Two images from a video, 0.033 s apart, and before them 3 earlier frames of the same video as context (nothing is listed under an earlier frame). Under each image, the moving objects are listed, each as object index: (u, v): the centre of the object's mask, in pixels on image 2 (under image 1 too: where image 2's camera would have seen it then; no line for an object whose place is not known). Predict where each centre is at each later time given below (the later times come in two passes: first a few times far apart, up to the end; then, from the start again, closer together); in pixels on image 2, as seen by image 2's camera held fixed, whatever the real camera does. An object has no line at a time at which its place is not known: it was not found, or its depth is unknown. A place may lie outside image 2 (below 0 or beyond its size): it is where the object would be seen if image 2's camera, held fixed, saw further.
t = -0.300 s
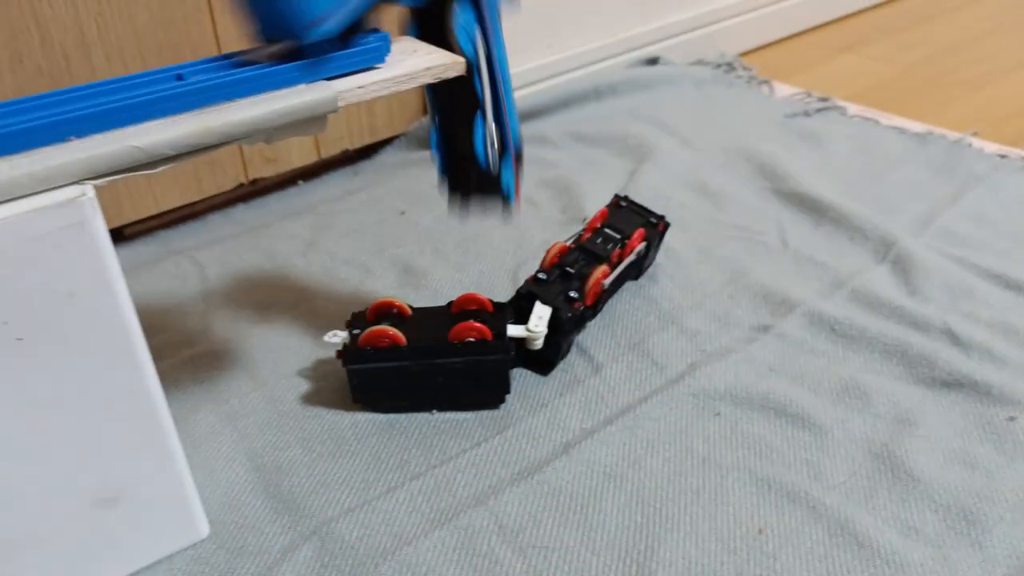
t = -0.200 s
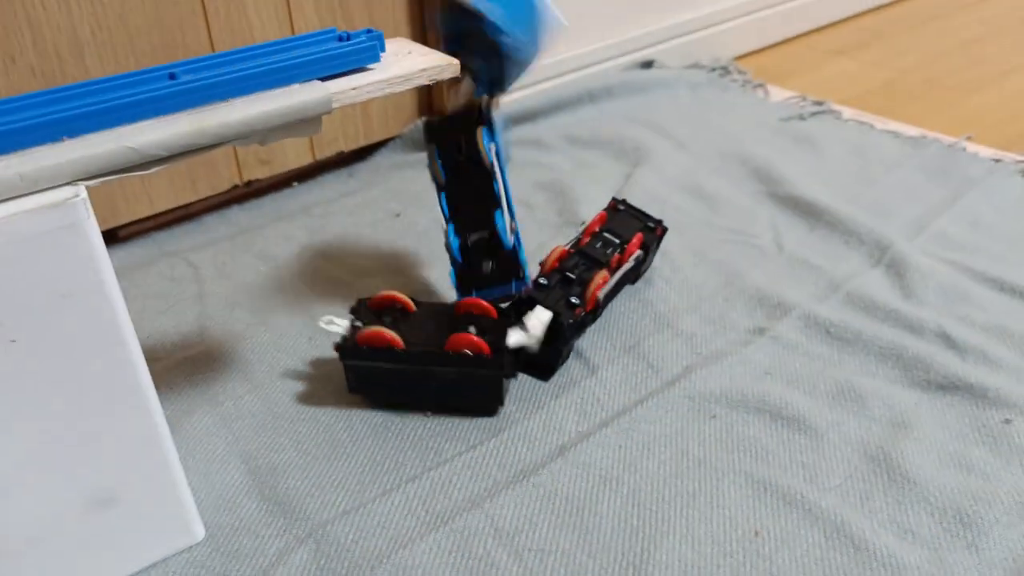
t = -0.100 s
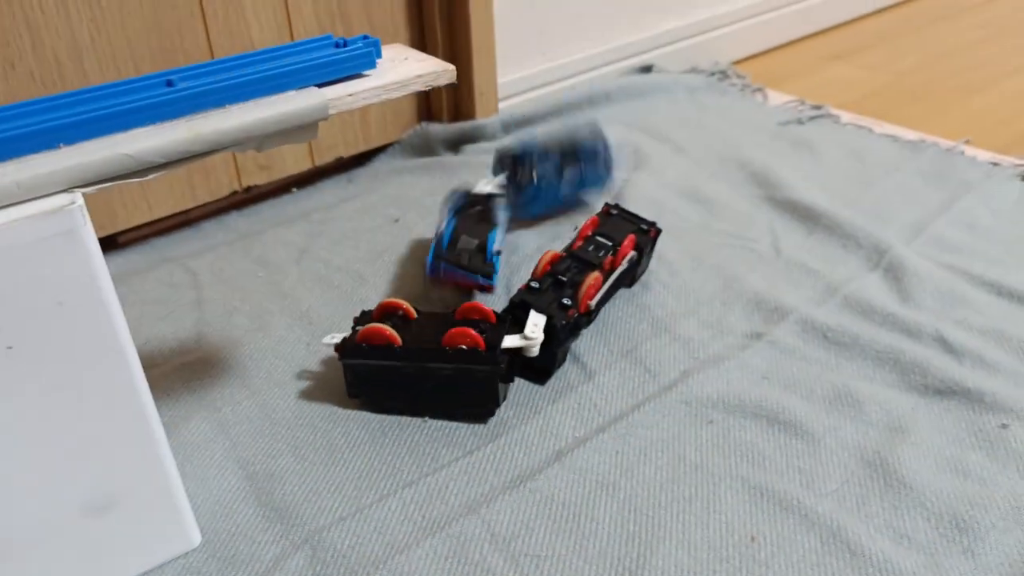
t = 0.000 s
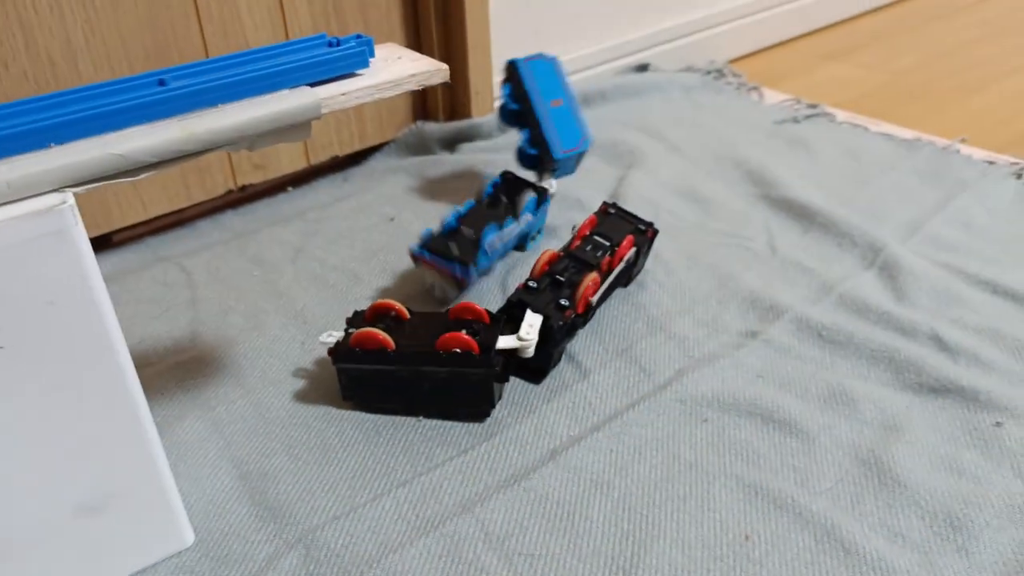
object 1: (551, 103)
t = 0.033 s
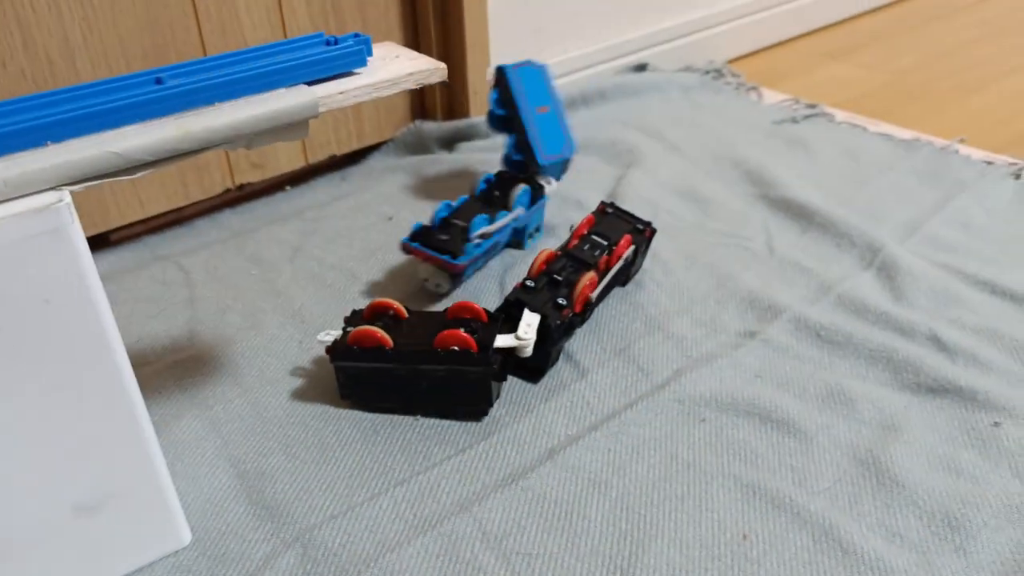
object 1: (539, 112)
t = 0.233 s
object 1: (465, 137)
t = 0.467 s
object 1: (425, 160)
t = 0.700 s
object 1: (426, 158)
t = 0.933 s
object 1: (427, 158)
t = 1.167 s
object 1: (426, 158)
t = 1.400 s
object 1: (426, 158)
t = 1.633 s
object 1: (427, 157)
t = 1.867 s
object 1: (427, 157)
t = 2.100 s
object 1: (427, 157)
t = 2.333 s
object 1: (427, 157)
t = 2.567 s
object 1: (427, 157)
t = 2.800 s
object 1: (427, 157)
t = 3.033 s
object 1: (427, 157)
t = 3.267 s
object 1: (427, 157)
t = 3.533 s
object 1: (427, 157)
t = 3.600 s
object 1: (427, 157)
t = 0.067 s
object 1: (529, 112)
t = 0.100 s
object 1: (517, 121)
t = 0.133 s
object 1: (511, 138)
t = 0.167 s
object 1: (504, 135)
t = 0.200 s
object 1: (484, 130)
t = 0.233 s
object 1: (465, 137)
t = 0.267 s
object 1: (450, 148)
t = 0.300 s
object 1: (441, 155)
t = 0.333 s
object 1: (435, 157)
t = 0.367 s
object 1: (428, 157)
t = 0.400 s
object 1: (427, 157)
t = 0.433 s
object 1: (427, 157)
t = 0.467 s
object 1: (425, 160)
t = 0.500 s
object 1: (426, 157)
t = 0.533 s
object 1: (426, 159)
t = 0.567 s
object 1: (426, 159)
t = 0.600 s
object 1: (426, 159)
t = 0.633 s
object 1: (426, 157)
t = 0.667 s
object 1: (426, 158)
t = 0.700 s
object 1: (426, 158)
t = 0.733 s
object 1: (426, 158)
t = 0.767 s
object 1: (426, 158)
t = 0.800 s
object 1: (426, 157)
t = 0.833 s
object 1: (426, 157)
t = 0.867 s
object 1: (426, 158)
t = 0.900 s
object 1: (426, 158)
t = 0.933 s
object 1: (427, 158)
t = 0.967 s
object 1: (426, 158)
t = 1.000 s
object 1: (426, 157)
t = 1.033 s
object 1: (426, 158)
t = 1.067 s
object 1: (426, 158)
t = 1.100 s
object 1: (426, 158)
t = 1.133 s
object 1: (426, 158)
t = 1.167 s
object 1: (426, 158)
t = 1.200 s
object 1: (426, 158)
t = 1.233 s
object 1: (427, 157)
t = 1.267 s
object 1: (427, 157)
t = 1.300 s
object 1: (426, 157)
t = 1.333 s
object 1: (426, 157)
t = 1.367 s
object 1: (426, 158)
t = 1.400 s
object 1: (426, 158)
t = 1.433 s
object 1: (426, 157)
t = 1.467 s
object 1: (427, 157)
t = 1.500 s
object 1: (427, 157)
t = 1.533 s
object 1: (427, 157)
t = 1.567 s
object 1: (427, 157)
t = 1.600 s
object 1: (427, 157)
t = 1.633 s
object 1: (427, 157)
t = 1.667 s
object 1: (426, 157)
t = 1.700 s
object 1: (427, 157)
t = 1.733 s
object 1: (427, 157)
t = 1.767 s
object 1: (427, 157)
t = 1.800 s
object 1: (427, 157)
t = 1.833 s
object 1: (427, 157)
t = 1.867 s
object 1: (427, 157)
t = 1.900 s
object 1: (427, 157)
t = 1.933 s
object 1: (427, 157)
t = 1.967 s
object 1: (427, 157)
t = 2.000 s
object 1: (427, 157)
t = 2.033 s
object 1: (427, 157)
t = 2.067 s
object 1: (427, 157)
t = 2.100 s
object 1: (427, 157)
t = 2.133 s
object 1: (427, 157)
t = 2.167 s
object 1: (427, 157)
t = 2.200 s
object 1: (427, 157)
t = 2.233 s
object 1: (427, 157)
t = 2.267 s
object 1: (426, 158)
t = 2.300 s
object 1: (426, 157)
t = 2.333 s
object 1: (427, 157)
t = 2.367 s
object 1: (427, 157)
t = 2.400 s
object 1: (426, 157)
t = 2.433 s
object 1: (427, 157)
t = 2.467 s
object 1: (427, 157)
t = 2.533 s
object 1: (427, 157)
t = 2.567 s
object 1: (427, 157)
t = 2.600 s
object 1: (427, 157)
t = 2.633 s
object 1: (427, 157)
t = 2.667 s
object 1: (427, 157)
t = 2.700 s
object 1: (427, 157)
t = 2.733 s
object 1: (427, 157)
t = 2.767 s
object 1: (427, 157)
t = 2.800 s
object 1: (427, 157)
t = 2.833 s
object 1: (427, 157)
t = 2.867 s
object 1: (427, 158)
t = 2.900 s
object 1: (427, 158)
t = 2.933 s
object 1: (426, 158)
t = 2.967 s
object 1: (427, 157)
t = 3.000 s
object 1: (427, 157)
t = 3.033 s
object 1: (427, 157)
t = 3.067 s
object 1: (427, 157)
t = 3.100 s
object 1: (427, 157)
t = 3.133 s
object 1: (427, 157)
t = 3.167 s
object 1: (427, 157)
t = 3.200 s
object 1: (427, 157)
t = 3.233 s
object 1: (427, 157)
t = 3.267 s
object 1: (427, 157)
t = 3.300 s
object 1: (426, 158)
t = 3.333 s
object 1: (427, 157)
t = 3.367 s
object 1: (427, 157)
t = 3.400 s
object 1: (426, 157)
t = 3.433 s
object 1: (426, 157)
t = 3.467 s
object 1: (427, 157)
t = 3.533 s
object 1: (427, 157)
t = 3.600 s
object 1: (427, 157)
